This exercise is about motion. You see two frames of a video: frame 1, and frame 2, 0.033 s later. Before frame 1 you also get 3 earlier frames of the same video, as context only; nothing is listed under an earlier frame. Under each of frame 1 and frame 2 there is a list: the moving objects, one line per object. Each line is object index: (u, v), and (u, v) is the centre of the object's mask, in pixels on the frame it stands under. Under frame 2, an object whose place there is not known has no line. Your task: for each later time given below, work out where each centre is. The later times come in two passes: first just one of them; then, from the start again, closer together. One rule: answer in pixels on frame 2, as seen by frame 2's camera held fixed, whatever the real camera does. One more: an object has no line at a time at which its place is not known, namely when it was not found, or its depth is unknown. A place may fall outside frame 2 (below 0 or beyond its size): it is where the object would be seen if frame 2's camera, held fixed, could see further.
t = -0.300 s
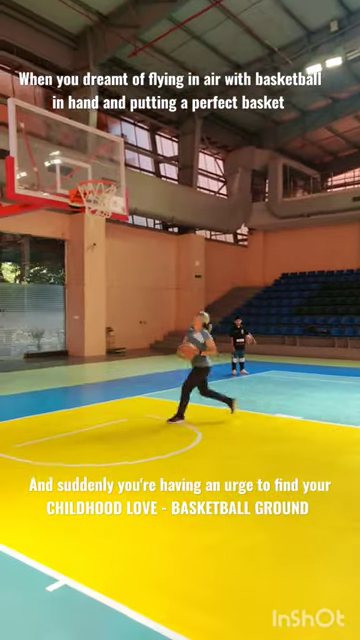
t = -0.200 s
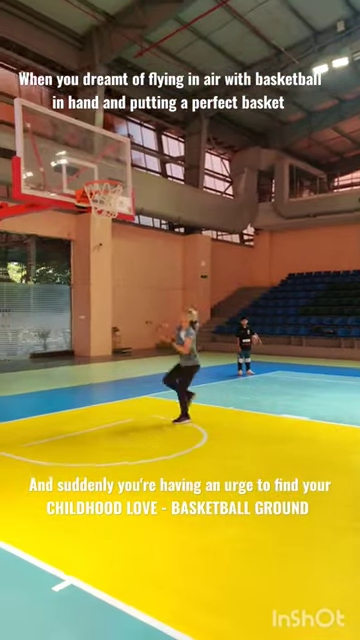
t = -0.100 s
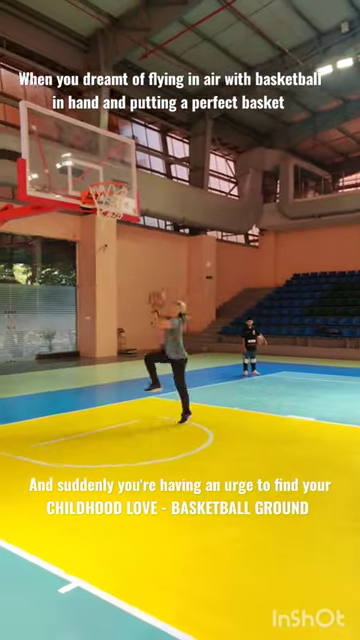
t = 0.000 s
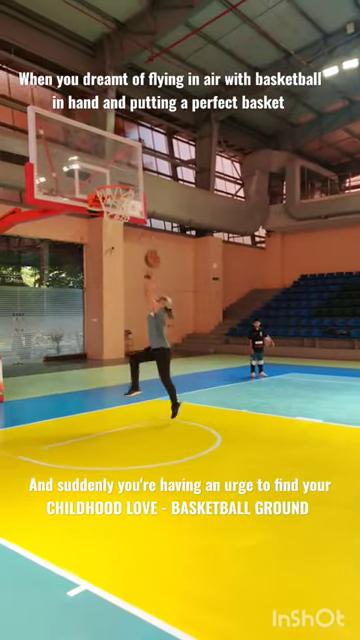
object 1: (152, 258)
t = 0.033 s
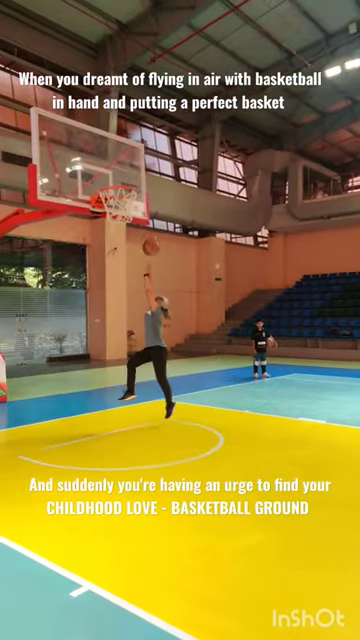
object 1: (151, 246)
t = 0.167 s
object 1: (137, 212)
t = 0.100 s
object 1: (144, 232)
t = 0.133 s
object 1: (140, 219)
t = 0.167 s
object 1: (137, 212)
